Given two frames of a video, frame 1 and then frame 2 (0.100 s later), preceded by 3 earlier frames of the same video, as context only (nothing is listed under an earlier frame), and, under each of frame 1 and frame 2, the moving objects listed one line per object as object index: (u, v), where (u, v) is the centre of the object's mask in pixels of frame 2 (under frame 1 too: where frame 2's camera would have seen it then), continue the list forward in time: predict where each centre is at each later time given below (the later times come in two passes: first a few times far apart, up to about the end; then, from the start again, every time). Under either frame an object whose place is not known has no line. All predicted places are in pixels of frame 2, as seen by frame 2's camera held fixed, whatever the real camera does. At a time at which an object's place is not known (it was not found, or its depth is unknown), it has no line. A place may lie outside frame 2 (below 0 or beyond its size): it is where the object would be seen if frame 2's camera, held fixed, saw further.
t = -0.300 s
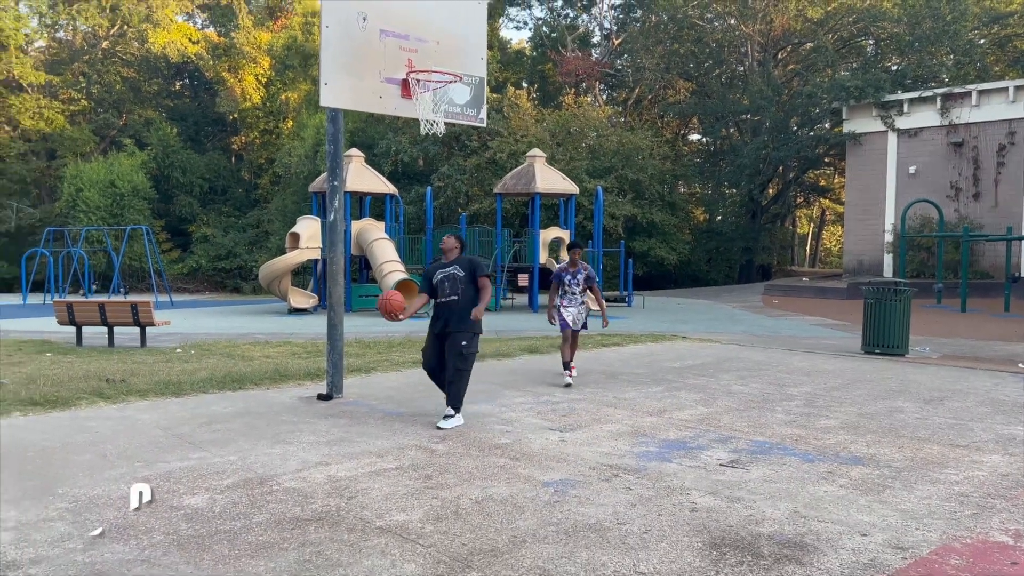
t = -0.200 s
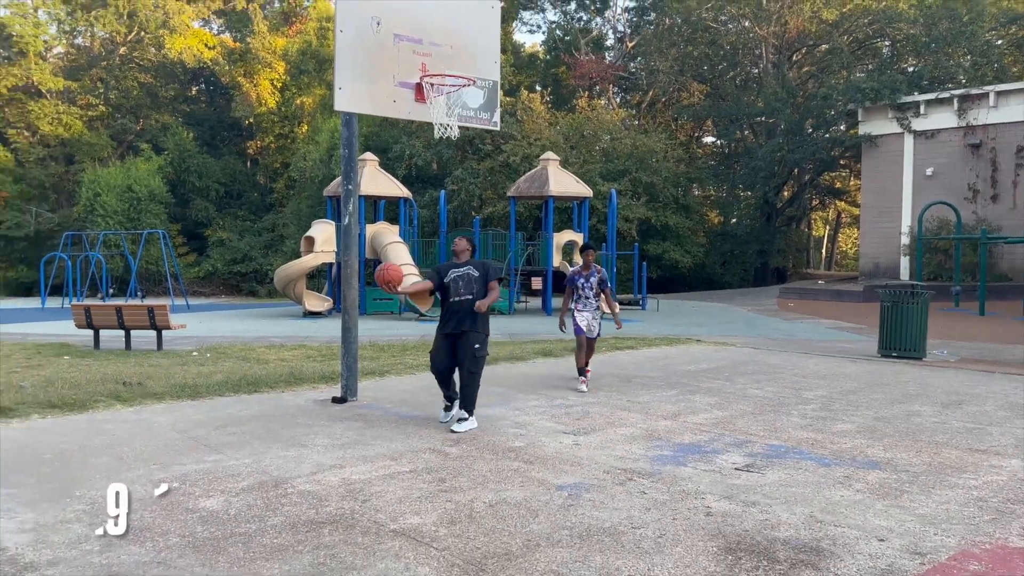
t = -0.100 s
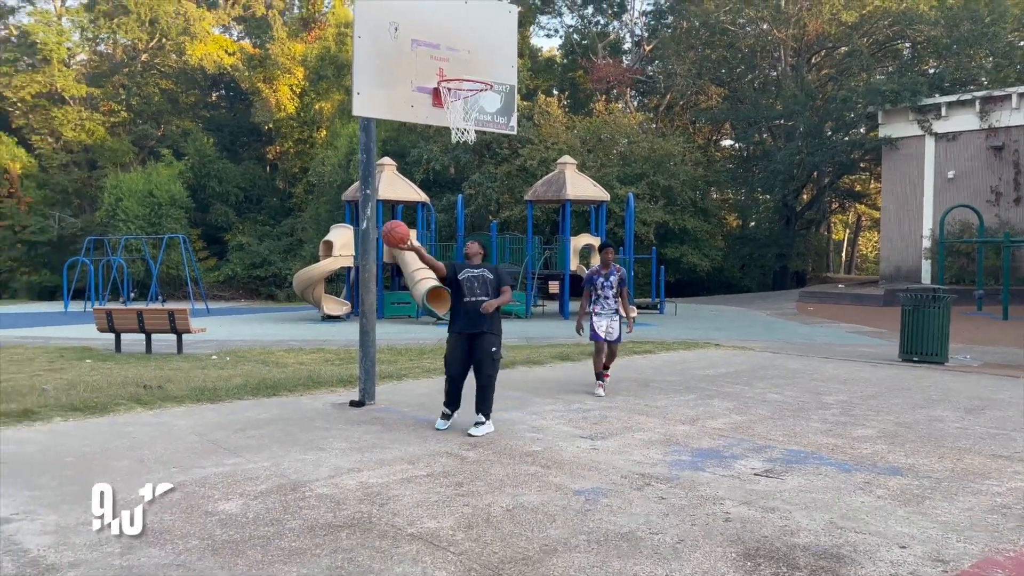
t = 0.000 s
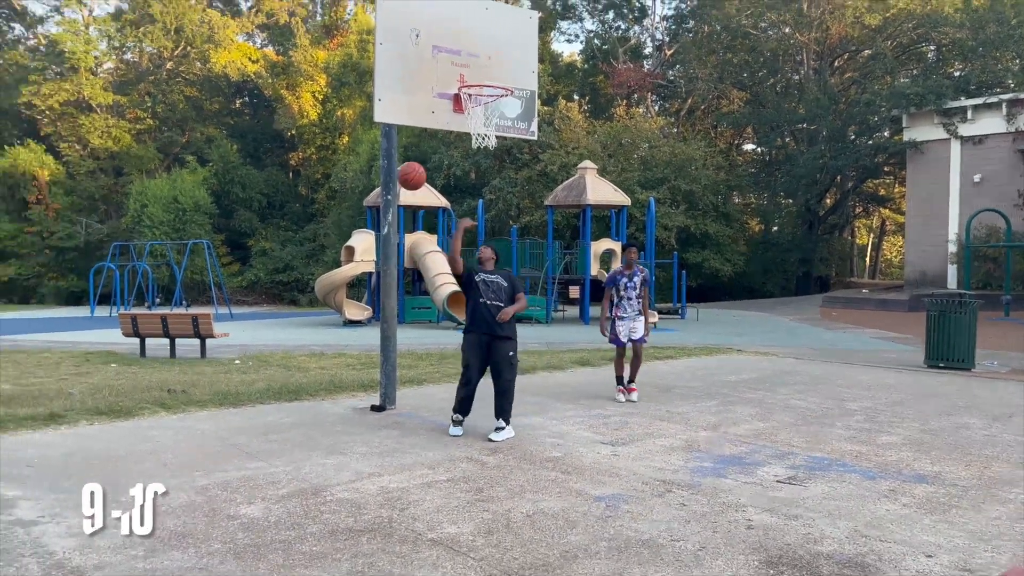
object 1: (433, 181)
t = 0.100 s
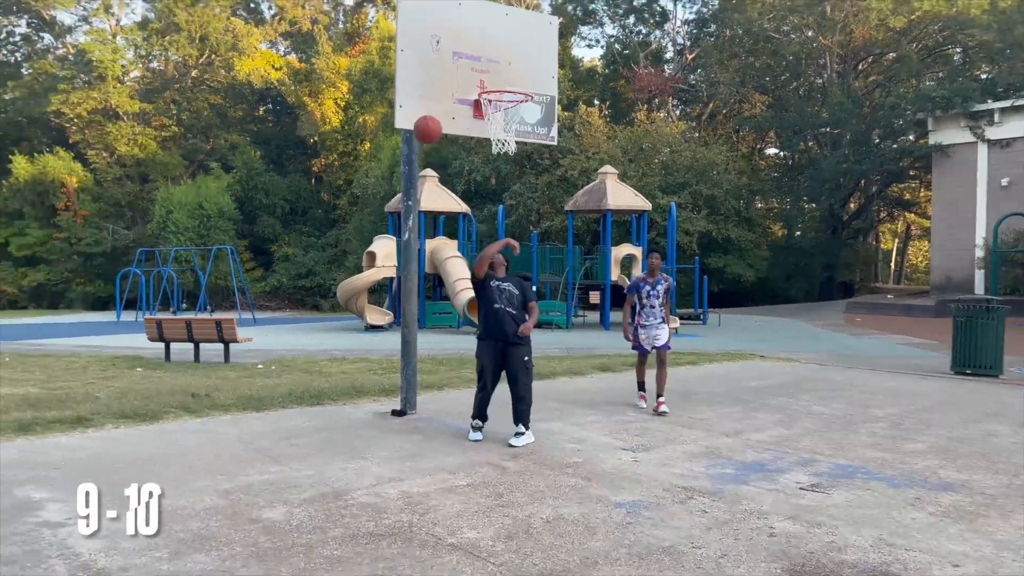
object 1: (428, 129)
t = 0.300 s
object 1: (424, 62)
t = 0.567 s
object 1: (451, 52)
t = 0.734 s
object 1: (469, 88)
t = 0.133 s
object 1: (426, 114)
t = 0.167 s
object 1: (425, 101)
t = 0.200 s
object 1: (423, 89)
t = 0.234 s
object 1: (422, 78)
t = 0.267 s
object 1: (421, 69)
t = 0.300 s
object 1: (424, 62)
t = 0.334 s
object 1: (428, 56)
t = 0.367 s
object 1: (431, 52)
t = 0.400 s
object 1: (434, 49)
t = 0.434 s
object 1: (438, 47)
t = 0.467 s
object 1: (441, 46)
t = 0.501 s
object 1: (445, 47)
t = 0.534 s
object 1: (448, 49)
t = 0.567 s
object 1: (451, 52)
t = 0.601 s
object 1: (455, 57)
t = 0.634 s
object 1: (458, 63)
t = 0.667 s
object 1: (462, 70)
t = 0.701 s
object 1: (465, 79)
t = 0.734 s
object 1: (469, 88)
